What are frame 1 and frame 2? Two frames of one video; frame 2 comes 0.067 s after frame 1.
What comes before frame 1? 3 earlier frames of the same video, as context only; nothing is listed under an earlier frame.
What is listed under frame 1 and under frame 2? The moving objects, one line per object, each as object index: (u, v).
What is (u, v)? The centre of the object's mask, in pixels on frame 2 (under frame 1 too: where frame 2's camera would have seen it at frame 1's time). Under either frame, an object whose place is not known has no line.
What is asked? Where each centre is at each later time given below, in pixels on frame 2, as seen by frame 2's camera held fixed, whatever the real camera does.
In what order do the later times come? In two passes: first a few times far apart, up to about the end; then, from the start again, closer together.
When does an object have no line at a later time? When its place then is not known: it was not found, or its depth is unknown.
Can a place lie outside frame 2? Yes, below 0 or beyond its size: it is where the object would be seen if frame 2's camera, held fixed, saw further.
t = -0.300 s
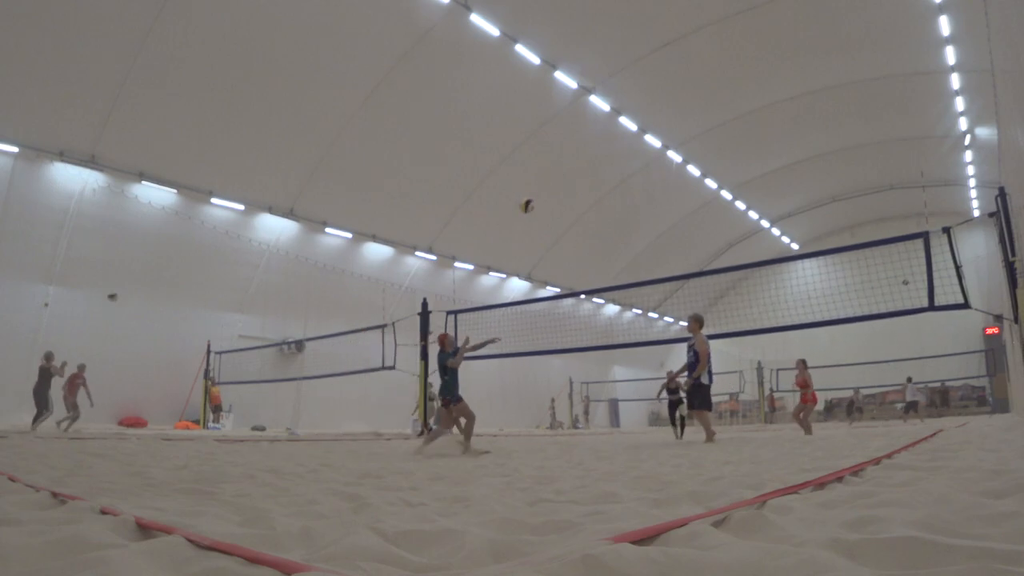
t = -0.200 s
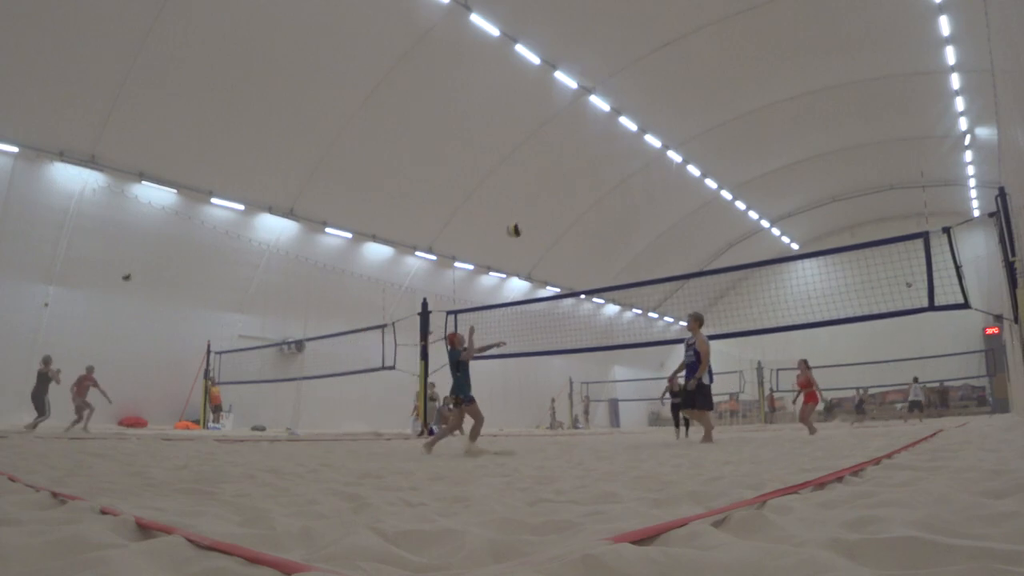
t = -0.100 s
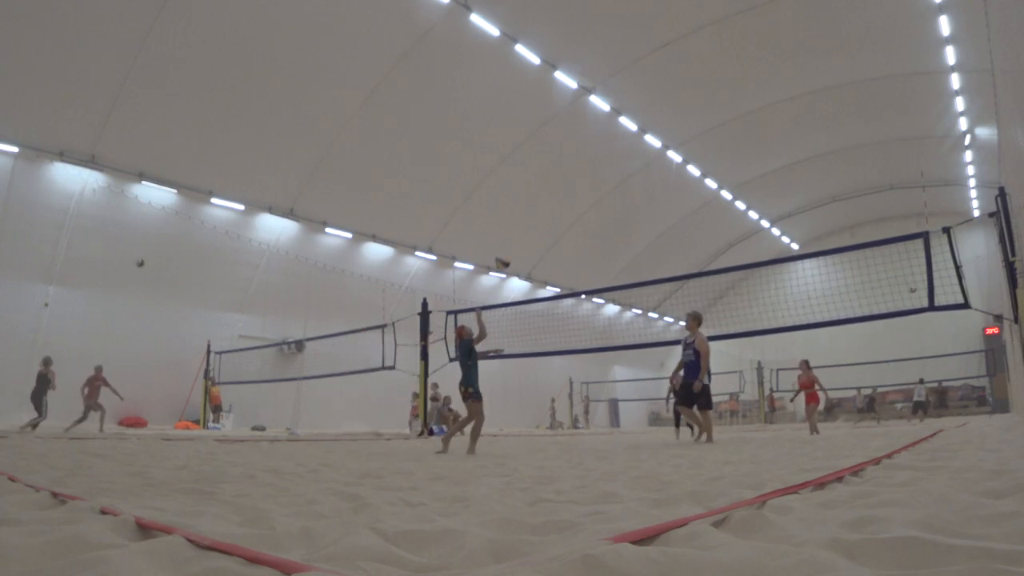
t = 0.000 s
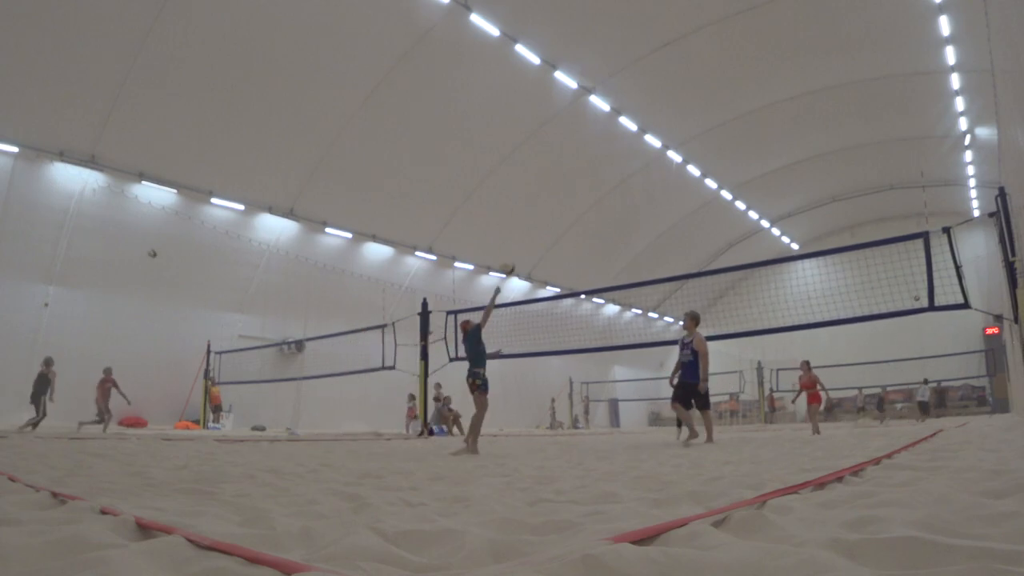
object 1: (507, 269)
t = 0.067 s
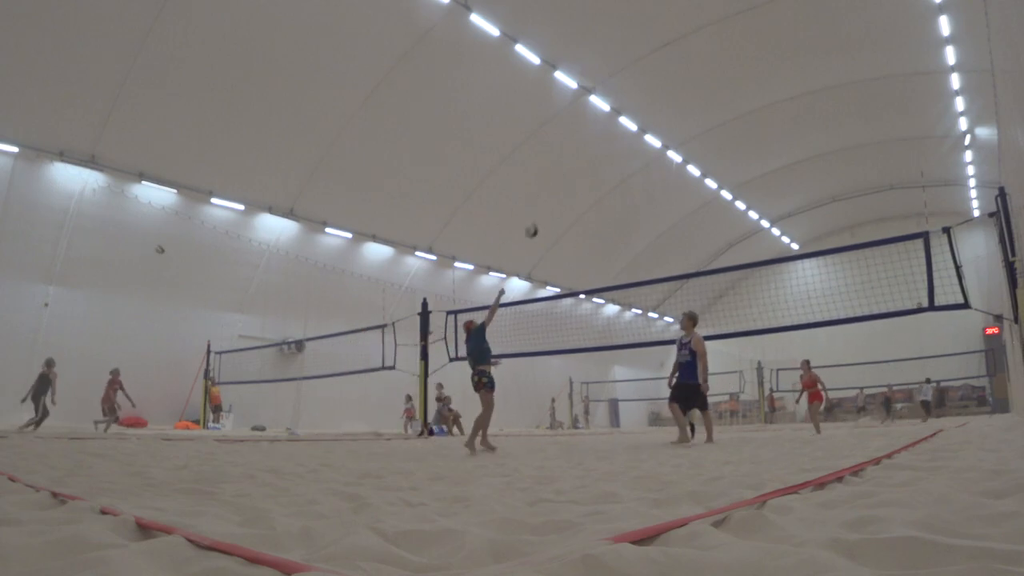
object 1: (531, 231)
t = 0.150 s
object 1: (559, 190)
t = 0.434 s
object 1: (631, 108)
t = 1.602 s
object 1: (834, 226)
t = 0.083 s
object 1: (536, 222)
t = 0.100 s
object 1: (542, 213)
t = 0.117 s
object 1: (548, 205)
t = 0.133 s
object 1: (554, 198)
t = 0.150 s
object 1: (559, 190)
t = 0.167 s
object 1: (565, 184)
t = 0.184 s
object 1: (570, 177)
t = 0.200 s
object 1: (574, 170)
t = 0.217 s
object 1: (578, 164)
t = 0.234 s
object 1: (582, 159)
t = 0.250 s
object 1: (587, 153)
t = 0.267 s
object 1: (592, 147)
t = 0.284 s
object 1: (596, 143)
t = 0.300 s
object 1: (600, 138)
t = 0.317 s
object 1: (604, 133)
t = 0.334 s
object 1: (608, 129)
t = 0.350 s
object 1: (612, 124)
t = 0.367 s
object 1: (615, 120)
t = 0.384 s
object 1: (620, 117)
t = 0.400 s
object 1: (624, 113)
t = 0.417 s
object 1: (627, 110)
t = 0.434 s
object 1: (631, 108)
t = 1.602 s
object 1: (834, 226)
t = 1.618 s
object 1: (836, 231)
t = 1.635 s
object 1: (839, 236)
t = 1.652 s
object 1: (841, 242)
